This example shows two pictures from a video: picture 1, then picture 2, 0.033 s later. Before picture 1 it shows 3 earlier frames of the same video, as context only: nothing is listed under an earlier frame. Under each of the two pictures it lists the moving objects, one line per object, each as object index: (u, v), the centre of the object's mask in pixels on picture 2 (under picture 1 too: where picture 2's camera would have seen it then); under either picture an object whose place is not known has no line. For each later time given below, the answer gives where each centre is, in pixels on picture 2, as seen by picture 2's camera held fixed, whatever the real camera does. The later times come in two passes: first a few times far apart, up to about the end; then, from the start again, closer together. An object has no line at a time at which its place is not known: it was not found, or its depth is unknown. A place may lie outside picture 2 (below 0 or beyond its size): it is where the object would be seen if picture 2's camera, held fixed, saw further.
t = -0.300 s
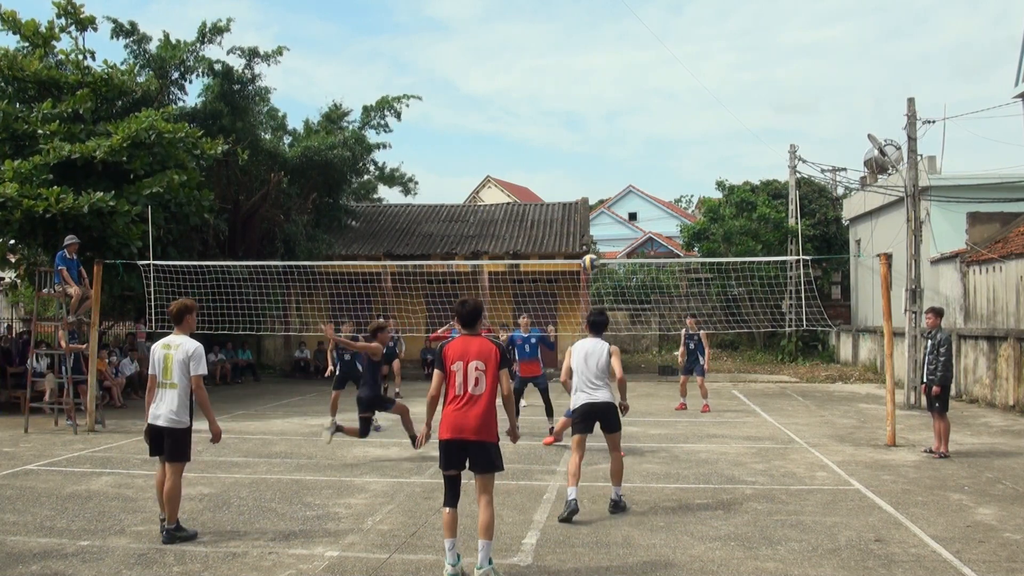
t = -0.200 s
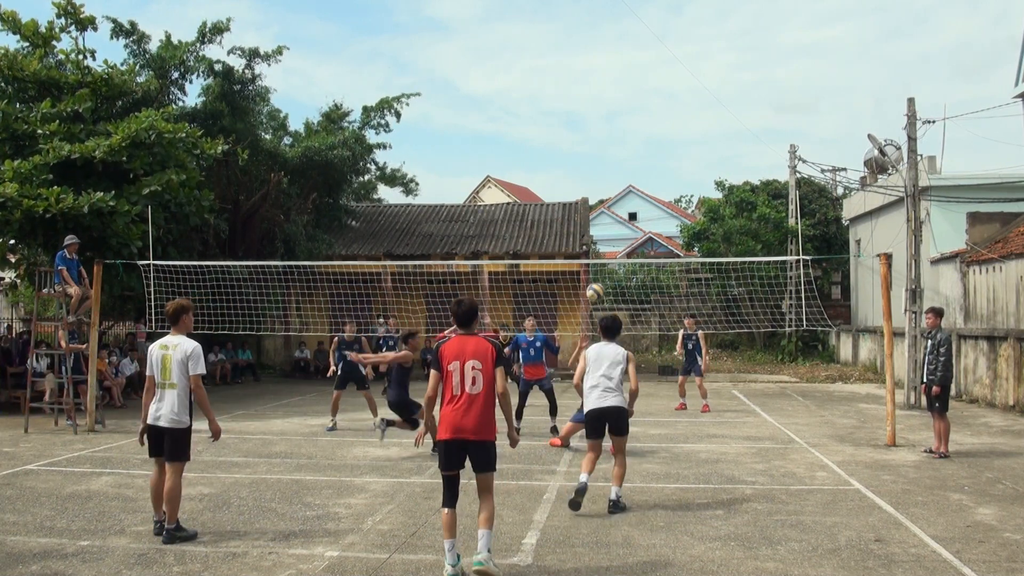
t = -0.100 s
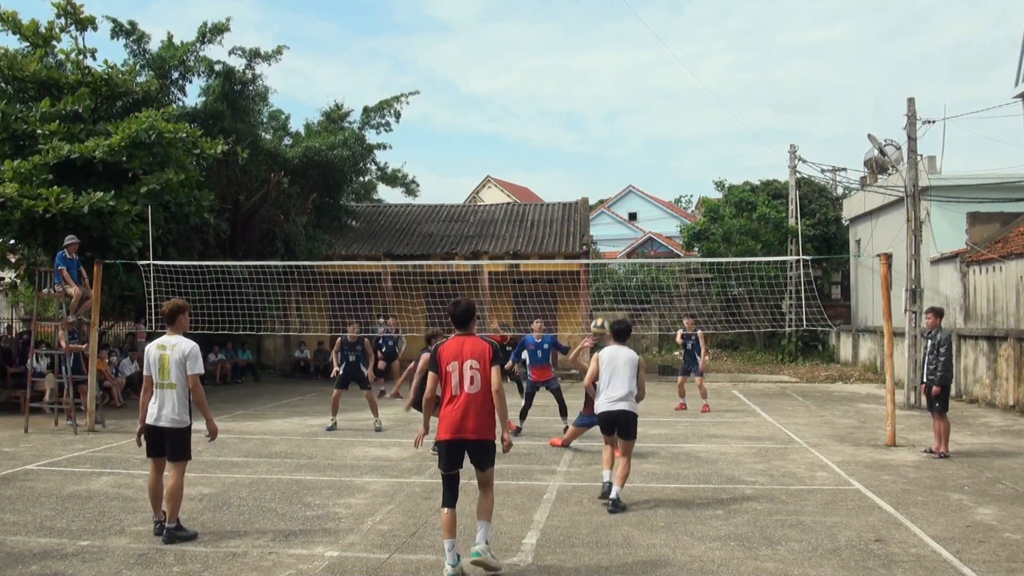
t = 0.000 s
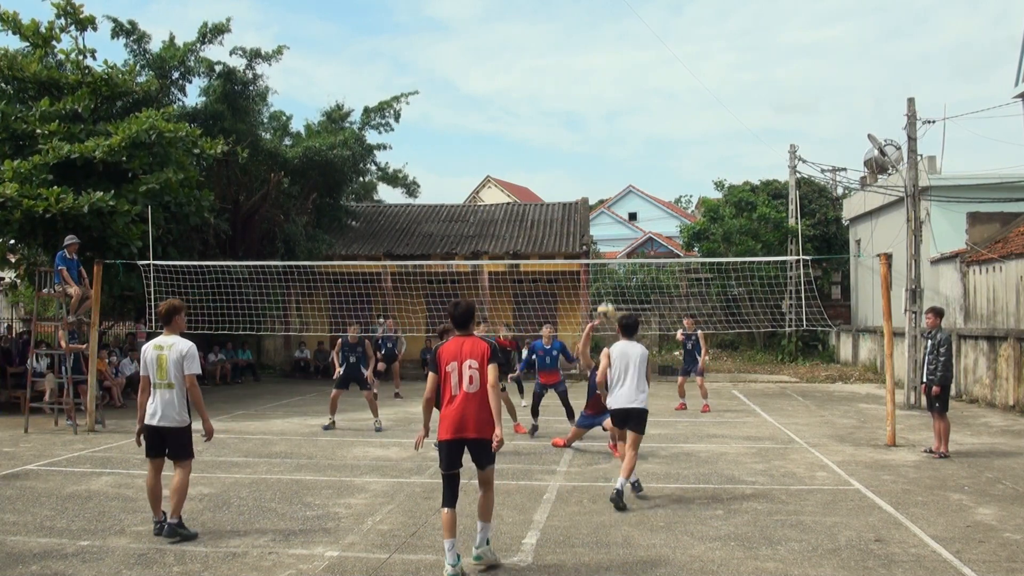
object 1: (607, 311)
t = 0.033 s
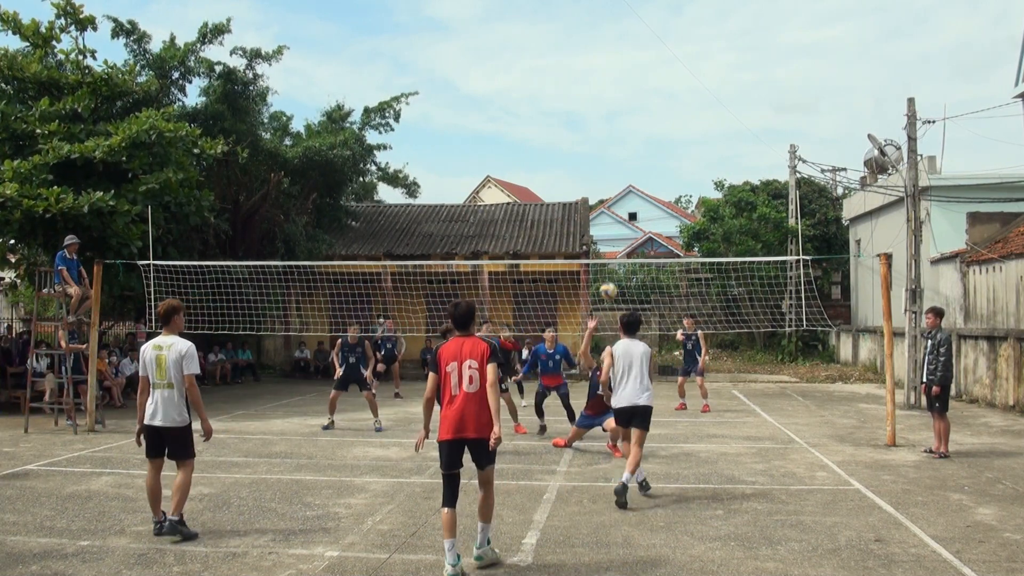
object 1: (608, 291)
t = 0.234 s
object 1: (621, 194)
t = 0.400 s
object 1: (631, 138)
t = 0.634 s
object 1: (646, 98)
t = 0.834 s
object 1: (661, 99)
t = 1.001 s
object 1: (675, 123)
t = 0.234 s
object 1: (621, 194)
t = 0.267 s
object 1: (623, 181)
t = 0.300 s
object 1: (625, 169)
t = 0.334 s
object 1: (627, 157)
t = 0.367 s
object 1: (629, 147)
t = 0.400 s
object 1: (631, 138)
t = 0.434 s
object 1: (633, 129)
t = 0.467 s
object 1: (635, 122)
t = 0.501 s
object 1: (637, 115)
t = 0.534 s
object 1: (639, 110)
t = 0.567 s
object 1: (642, 105)
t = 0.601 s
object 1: (644, 101)
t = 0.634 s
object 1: (646, 98)
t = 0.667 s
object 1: (649, 96)
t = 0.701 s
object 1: (651, 95)
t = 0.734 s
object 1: (654, 94)
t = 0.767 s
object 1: (656, 95)
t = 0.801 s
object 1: (659, 97)
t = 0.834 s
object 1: (661, 99)
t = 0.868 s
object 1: (664, 102)
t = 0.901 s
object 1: (667, 106)
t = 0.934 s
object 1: (670, 111)
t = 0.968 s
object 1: (672, 116)
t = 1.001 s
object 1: (675, 123)
